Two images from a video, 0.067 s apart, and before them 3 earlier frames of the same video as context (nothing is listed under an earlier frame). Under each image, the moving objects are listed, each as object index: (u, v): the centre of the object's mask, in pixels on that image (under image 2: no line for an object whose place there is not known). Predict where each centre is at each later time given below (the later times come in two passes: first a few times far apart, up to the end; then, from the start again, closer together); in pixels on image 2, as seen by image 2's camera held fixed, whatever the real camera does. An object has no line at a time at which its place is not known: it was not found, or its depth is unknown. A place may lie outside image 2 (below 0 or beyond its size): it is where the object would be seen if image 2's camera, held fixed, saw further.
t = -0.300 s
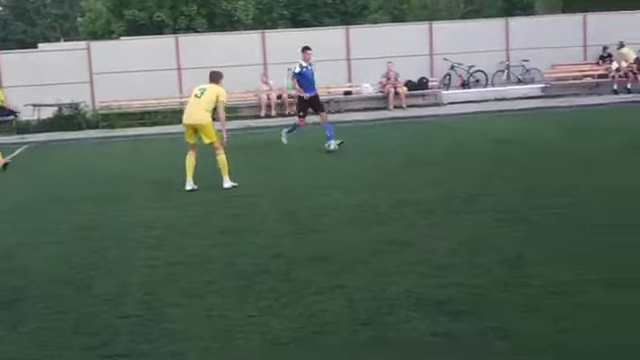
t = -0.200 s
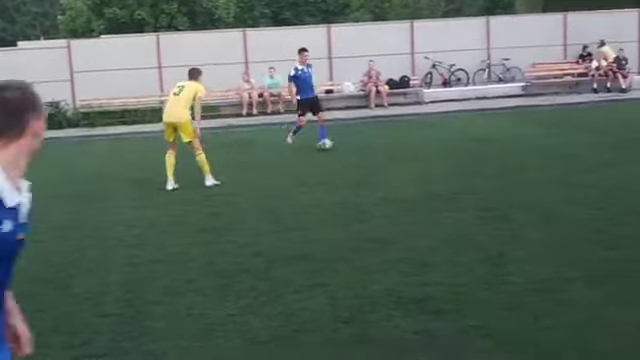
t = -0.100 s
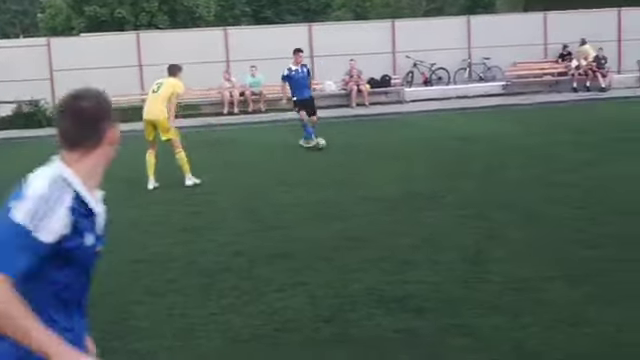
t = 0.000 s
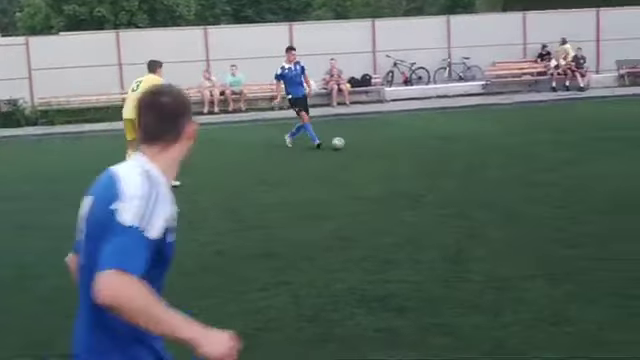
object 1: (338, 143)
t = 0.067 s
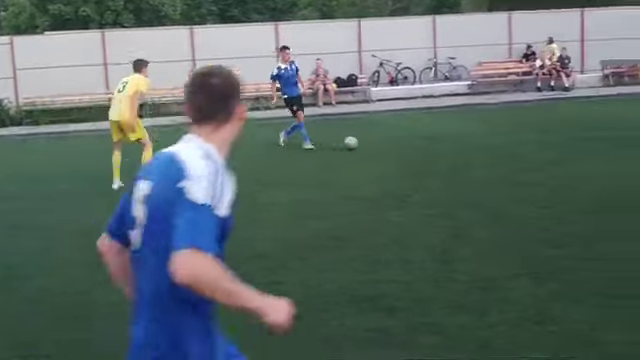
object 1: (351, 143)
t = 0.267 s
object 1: (430, 145)
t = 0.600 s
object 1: (543, 146)
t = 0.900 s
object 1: (645, 151)
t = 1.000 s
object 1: (680, 148)
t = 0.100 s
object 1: (364, 143)
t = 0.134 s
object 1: (378, 145)
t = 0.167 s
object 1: (391, 145)
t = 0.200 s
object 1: (403, 145)
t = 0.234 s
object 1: (417, 145)
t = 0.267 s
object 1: (430, 145)
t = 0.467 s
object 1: (498, 146)
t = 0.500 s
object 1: (510, 146)
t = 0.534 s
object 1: (520, 147)
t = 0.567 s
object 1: (532, 148)
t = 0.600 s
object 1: (543, 146)
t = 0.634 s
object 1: (554, 146)
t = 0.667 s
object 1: (565, 146)
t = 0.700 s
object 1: (576, 146)
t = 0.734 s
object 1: (587, 149)
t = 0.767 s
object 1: (598, 150)
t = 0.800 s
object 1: (609, 148)
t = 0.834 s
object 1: (621, 148)
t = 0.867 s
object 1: (633, 149)
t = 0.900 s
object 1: (645, 151)
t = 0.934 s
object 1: (657, 148)
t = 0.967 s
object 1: (668, 148)
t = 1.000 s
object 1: (680, 148)
